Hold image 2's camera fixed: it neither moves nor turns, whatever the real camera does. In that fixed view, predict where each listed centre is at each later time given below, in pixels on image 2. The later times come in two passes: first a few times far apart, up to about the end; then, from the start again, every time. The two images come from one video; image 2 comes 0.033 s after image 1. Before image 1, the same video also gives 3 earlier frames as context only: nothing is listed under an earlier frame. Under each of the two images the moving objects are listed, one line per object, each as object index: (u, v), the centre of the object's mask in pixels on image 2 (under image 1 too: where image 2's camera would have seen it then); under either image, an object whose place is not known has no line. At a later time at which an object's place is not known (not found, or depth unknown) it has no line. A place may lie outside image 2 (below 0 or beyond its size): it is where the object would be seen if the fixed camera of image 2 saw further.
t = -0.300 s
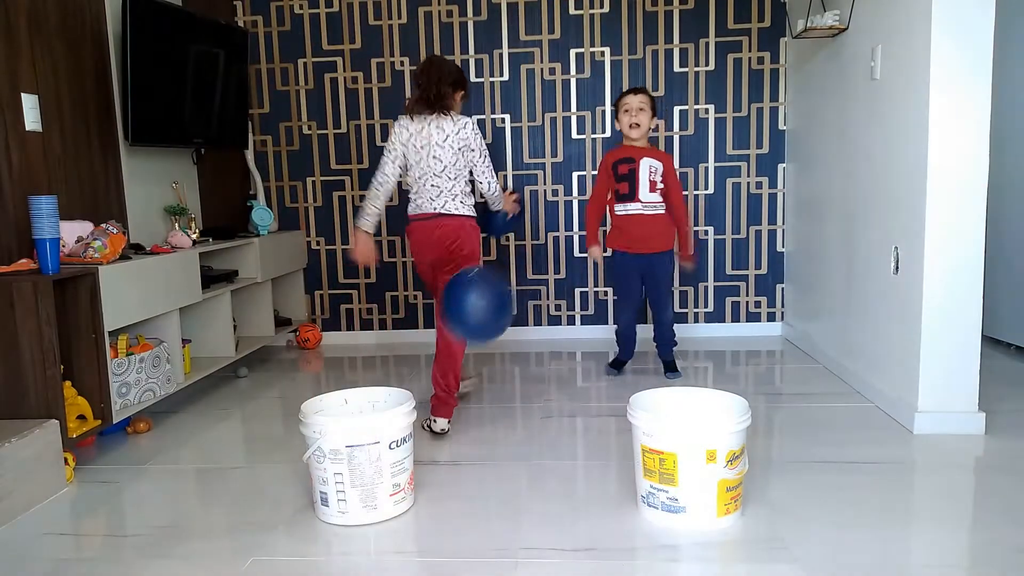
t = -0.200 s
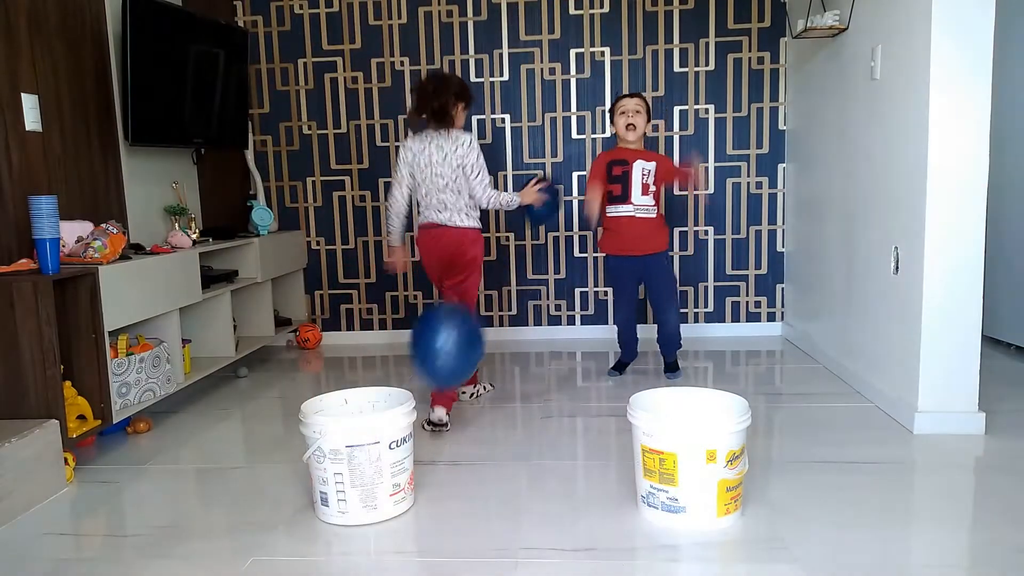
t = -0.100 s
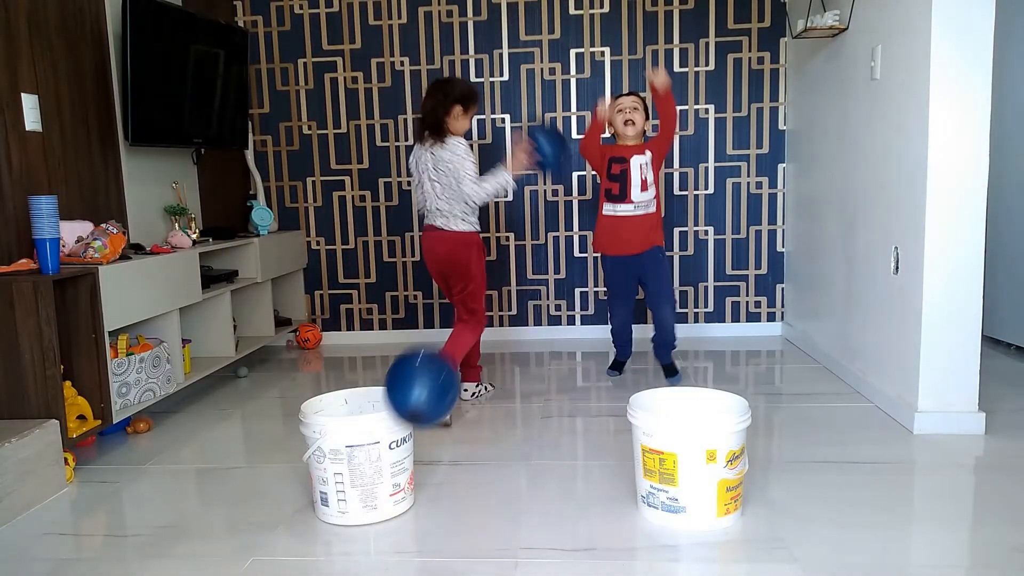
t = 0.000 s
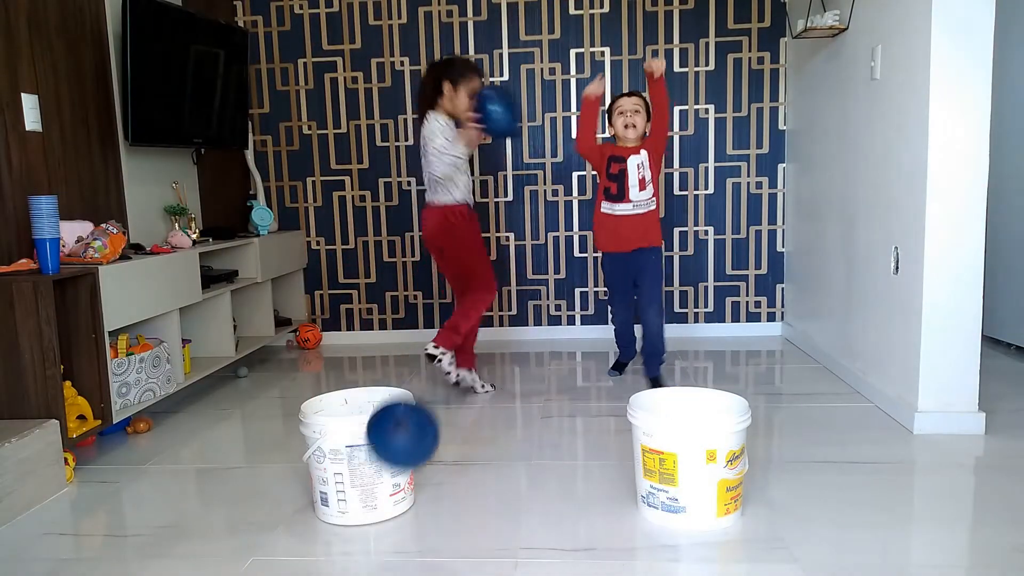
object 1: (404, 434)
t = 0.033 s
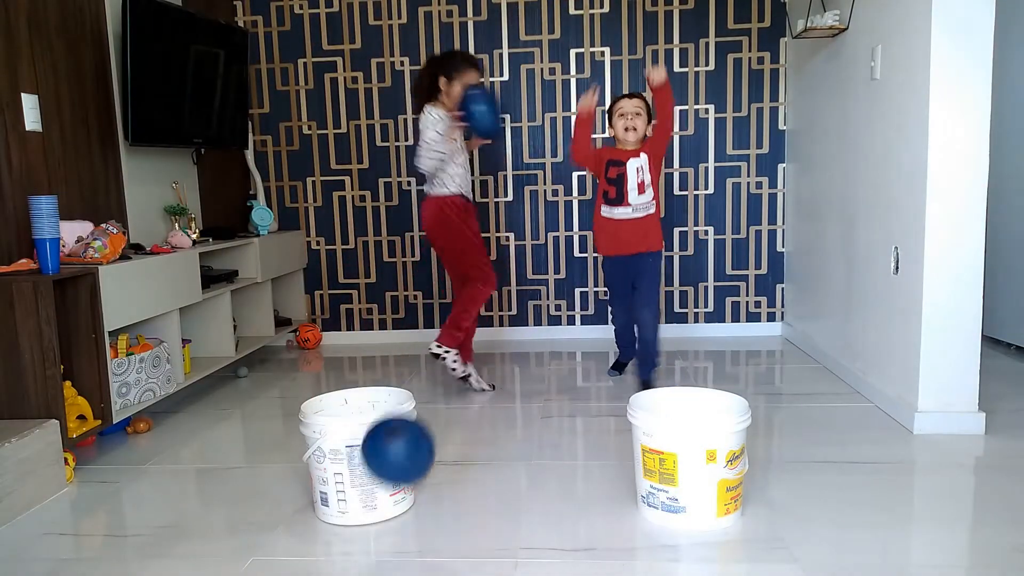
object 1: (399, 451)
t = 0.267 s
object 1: (375, 479)
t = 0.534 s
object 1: (343, 418)
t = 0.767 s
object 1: (324, 429)
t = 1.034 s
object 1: (295, 500)
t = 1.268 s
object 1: (279, 492)
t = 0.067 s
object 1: (395, 467)
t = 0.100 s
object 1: (392, 484)
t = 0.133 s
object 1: (391, 501)
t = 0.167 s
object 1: (390, 516)
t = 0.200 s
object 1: (386, 507)
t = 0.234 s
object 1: (381, 492)
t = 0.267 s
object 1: (375, 479)
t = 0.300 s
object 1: (370, 466)
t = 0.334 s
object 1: (364, 455)
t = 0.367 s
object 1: (360, 446)
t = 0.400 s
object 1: (356, 438)
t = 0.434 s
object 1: (352, 431)
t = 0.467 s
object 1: (349, 425)
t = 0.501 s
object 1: (346, 421)
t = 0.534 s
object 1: (343, 418)
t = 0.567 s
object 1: (340, 416)
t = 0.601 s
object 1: (337, 416)
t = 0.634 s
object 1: (334, 416)
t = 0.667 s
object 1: (331, 417)
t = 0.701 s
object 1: (329, 420)
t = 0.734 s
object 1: (327, 424)
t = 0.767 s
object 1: (324, 429)
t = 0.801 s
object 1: (321, 435)
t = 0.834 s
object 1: (317, 442)
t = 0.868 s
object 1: (313, 449)
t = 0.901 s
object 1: (309, 458)
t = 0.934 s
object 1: (306, 467)
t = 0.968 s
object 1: (302, 477)
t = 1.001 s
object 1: (299, 489)
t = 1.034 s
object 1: (295, 500)
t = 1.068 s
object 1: (292, 511)
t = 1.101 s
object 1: (288, 525)
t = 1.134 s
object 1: (286, 524)
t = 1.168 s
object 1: (284, 514)
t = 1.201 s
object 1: (283, 505)
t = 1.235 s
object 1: (281, 498)
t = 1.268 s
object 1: (279, 492)
